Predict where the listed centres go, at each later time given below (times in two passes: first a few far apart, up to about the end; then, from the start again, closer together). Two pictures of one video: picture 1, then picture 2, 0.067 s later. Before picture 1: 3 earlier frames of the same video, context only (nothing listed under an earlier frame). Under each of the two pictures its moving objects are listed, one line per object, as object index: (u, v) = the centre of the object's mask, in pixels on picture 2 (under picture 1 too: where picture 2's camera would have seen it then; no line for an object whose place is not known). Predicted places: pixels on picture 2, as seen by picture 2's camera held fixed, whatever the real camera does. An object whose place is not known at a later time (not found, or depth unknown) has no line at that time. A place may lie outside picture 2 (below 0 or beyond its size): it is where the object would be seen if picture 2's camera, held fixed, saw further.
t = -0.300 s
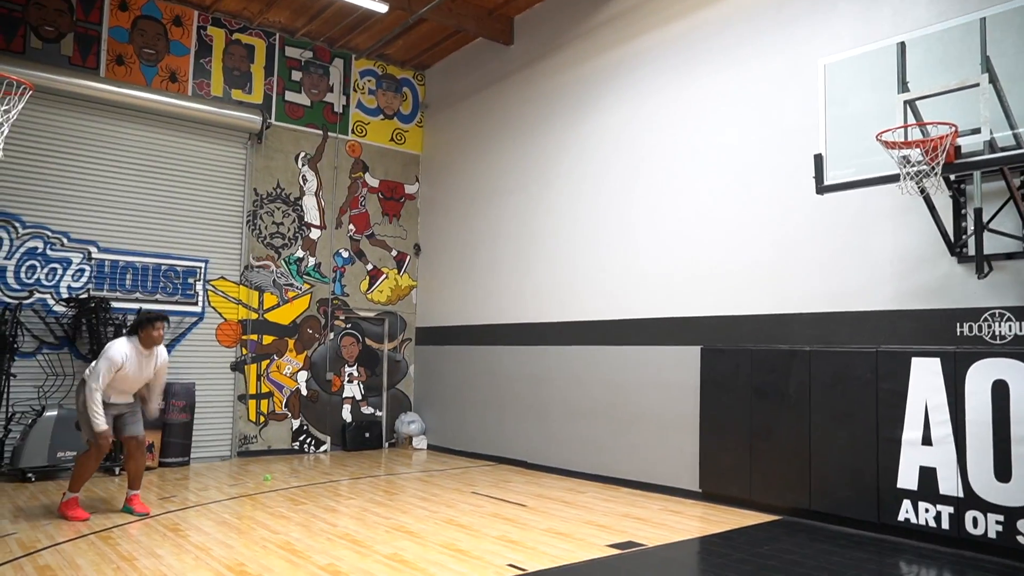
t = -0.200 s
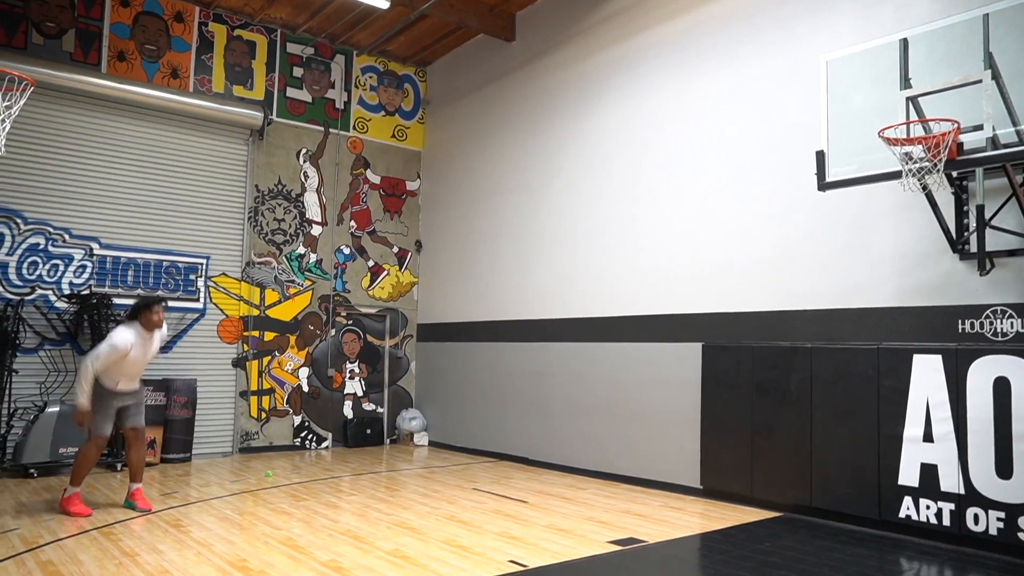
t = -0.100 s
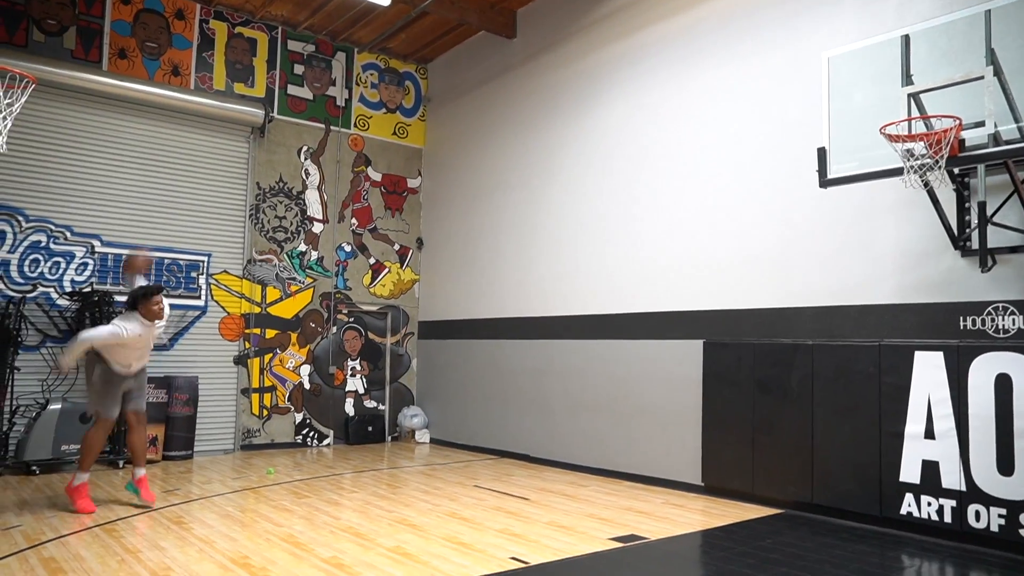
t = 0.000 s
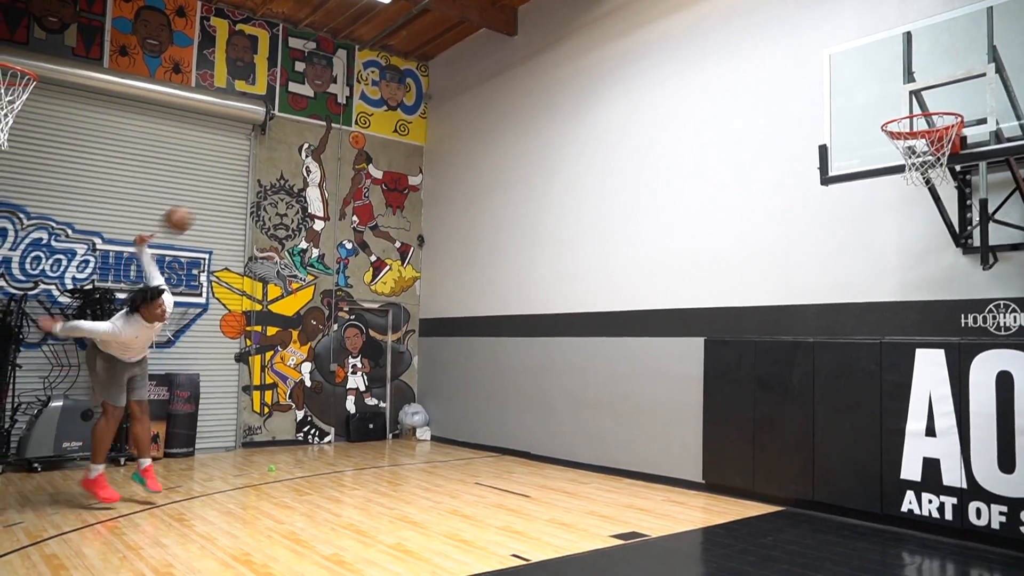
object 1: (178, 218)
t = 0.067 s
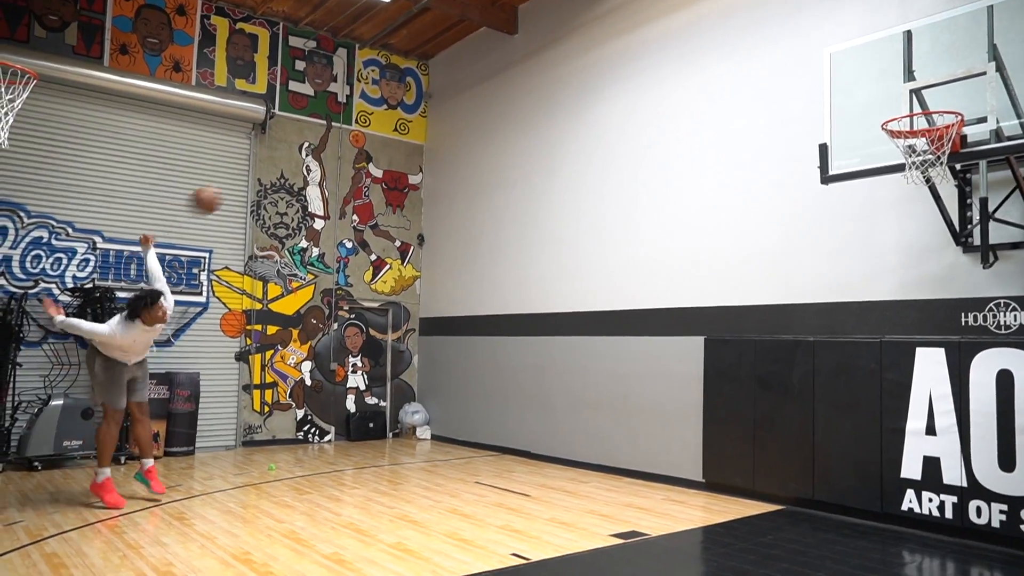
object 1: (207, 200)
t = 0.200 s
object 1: (268, 175)
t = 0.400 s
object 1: (371, 174)
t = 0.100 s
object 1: (220, 192)
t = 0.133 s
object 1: (236, 185)
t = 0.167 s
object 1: (252, 180)
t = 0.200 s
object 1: (268, 175)
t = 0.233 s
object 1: (284, 172)
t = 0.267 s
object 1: (300, 169)
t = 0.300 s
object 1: (319, 168)
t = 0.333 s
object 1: (336, 169)
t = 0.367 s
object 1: (354, 171)
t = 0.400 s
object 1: (371, 174)
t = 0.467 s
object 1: (413, 187)
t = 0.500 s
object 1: (433, 196)
